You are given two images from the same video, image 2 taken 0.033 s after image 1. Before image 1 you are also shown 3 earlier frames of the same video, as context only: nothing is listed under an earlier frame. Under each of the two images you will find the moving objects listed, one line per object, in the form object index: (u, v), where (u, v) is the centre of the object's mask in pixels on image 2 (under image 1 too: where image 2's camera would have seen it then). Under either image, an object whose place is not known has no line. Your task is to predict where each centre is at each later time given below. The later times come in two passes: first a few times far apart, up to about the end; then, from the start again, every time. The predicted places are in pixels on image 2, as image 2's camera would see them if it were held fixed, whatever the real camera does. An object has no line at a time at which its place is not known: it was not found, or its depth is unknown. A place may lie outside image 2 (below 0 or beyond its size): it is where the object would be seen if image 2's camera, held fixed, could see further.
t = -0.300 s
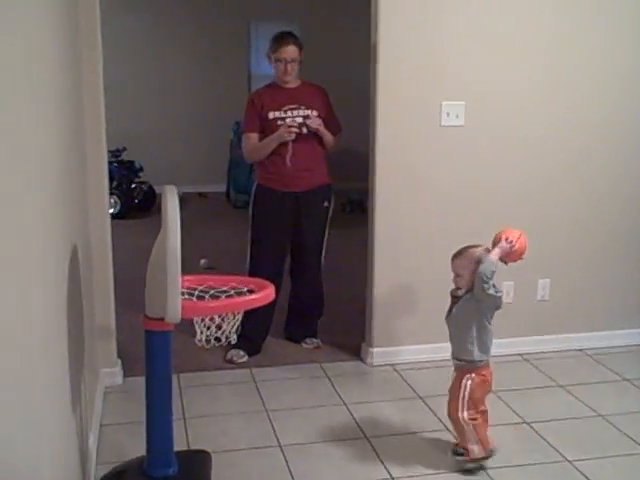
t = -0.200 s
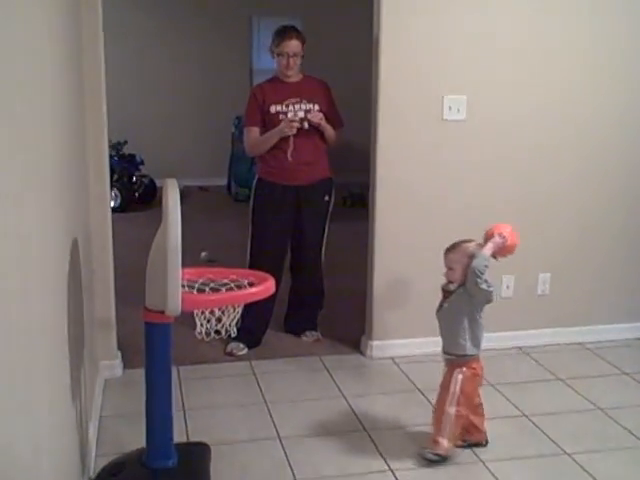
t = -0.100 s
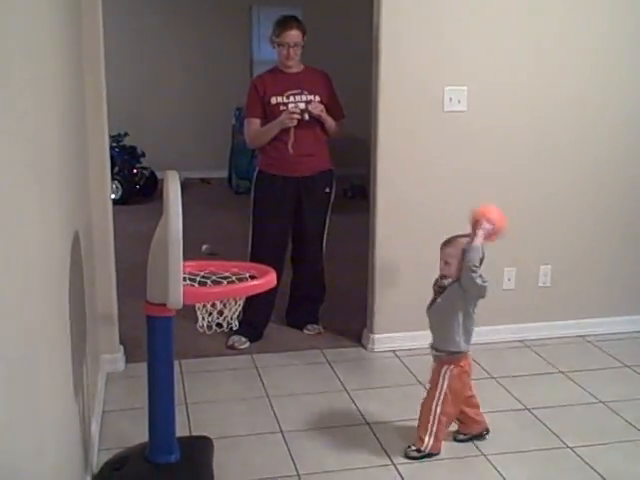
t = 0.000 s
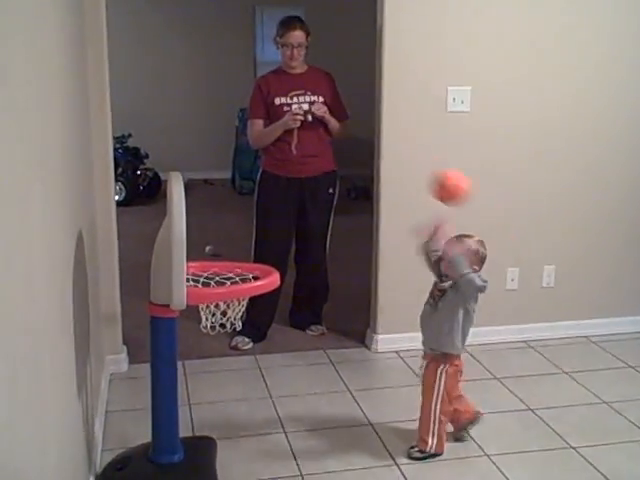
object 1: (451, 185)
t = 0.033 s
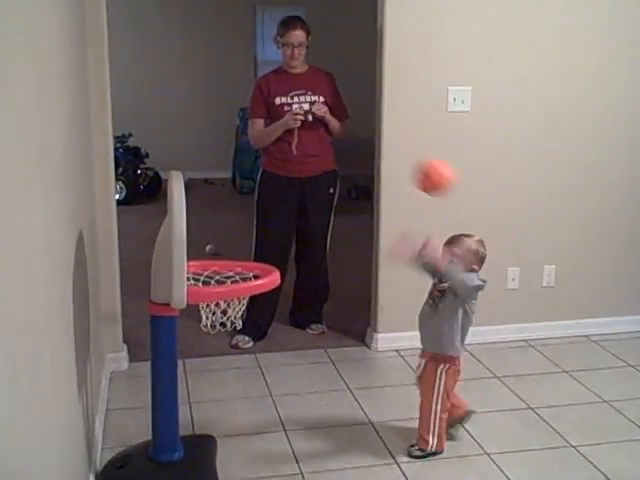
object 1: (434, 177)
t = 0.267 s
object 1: (296, 198)
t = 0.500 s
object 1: (220, 262)
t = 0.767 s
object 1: (230, 340)
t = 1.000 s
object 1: (262, 427)
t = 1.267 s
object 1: (402, 454)
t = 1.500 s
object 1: (495, 436)
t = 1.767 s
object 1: (598, 443)
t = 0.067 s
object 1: (416, 170)
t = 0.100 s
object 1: (399, 166)
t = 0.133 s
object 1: (378, 165)
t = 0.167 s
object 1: (359, 168)
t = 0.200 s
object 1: (339, 174)
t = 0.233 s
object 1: (318, 184)
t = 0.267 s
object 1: (296, 198)
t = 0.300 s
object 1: (275, 215)
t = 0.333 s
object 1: (253, 234)
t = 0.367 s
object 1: (233, 255)
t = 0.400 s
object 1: (215, 264)
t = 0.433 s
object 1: (204, 264)
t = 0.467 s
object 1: (212, 261)
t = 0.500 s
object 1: (220, 262)
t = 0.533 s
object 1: (227, 266)
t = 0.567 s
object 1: (233, 269)
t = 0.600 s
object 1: (241, 275)
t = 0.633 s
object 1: (240, 276)
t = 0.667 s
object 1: (245, 306)
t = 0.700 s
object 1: (238, 312)
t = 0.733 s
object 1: (233, 320)
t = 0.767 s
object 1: (230, 340)
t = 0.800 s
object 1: (229, 357)
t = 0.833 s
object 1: (226, 381)
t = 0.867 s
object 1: (224, 405)
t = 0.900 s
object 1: (220, 436)
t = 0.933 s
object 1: (226, 448)
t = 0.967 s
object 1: (245, 436)
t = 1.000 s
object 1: (262, 427)
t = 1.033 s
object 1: (280, 422)
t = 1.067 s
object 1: (300, 419)
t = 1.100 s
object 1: (317, 419)
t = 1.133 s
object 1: (333, 422)
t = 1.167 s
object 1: (351, 427)
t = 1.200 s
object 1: (368, 435)
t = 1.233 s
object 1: (385, 446)
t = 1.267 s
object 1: (402, 454)
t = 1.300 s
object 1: (416, 443)
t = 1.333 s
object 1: (430, 436)
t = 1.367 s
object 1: (442, 432)
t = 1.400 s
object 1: (454, 429)
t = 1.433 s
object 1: (468, 429)
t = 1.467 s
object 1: (483, 431)
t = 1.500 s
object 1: (495, 436)
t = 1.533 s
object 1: (508, 446)
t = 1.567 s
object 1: (520, 448)
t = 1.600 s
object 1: (534, 439)
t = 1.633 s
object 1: (547, 433)
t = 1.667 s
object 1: (560, 431)
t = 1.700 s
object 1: (573, 431)
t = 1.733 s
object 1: (585, 435)
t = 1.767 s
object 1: (598, 443)
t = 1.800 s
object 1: (610, 442)
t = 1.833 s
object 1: (623, 434)
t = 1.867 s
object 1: (635, 432)
